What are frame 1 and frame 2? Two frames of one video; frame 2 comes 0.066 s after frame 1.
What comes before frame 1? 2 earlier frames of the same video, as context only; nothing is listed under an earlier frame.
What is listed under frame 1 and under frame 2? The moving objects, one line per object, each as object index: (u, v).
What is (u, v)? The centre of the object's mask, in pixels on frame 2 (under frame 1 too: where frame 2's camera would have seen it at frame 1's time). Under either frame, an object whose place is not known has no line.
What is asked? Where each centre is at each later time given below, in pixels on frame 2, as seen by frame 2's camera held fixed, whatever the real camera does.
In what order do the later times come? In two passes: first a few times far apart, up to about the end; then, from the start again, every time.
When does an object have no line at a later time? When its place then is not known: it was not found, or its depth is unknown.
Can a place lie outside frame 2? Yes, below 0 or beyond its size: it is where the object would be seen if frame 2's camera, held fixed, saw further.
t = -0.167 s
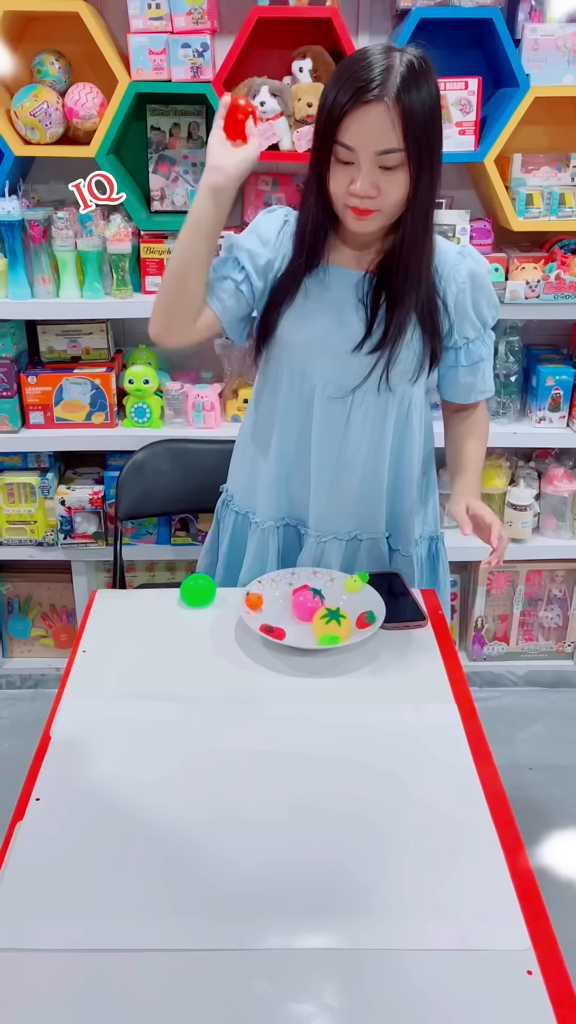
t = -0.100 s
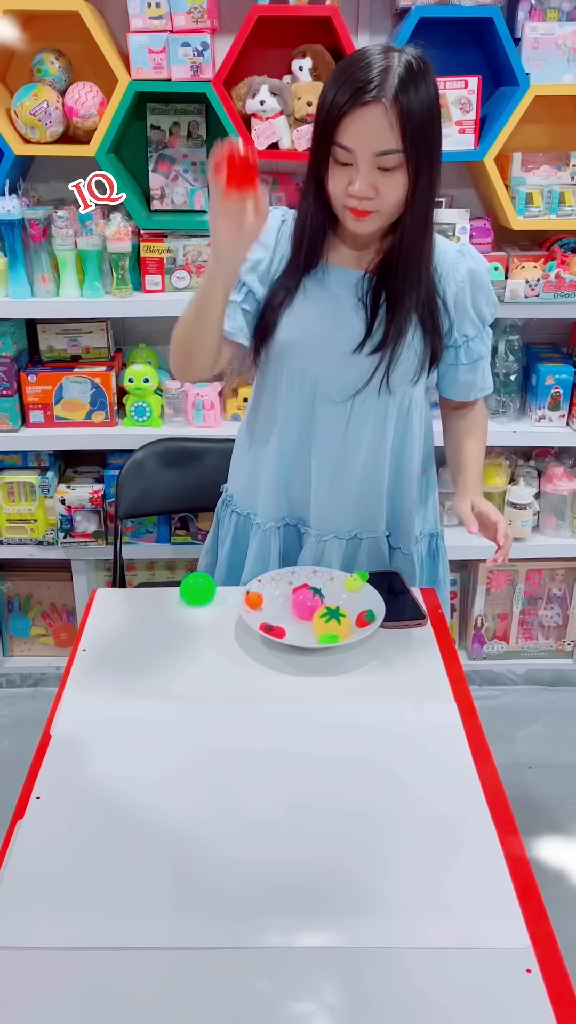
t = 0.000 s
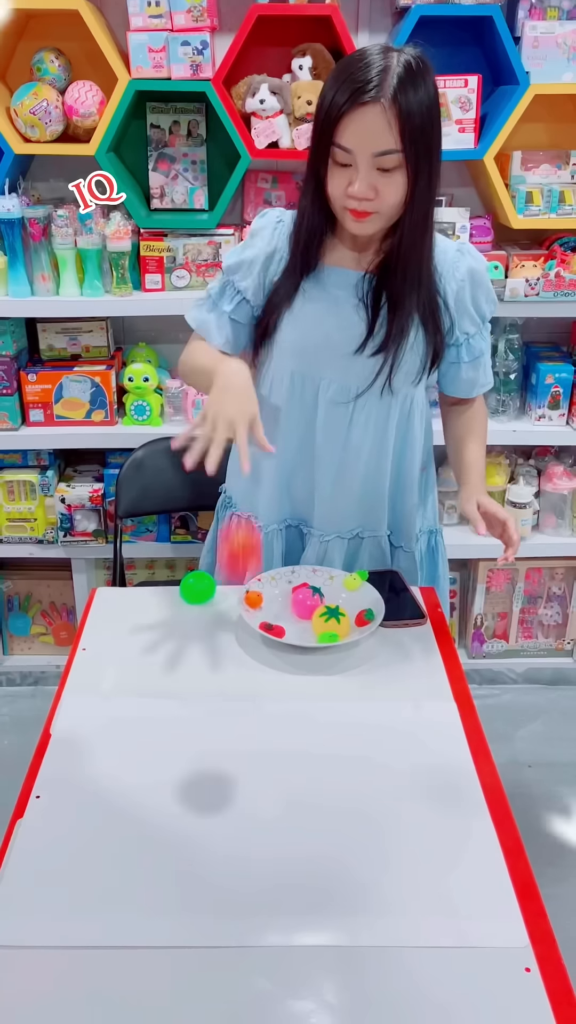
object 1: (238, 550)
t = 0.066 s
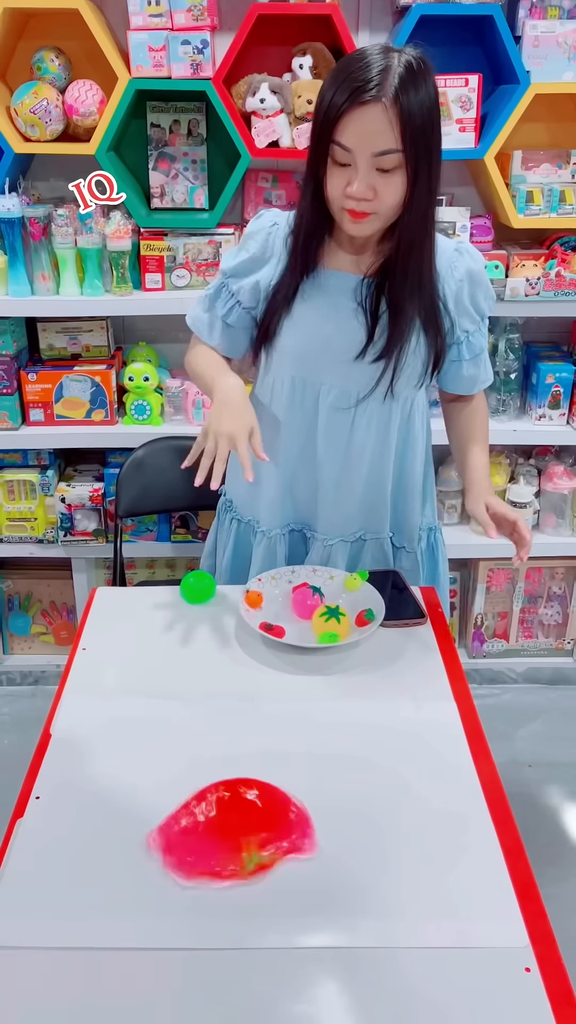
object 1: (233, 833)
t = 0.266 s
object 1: (235, 830)
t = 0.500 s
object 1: (236, 833)
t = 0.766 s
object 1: (234, 834)
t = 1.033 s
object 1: (232, 836)
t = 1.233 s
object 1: (230, 838)
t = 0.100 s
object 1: (234, 834)
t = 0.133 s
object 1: (234, 833)
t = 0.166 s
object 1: (235, 830)
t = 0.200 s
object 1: (235, 829)
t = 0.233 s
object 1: (235, 830)
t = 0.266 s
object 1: (235, 830)
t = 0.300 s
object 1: (235, 830)
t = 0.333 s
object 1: (235, 831)
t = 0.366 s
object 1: (236, 831)
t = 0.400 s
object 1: (235, 831)
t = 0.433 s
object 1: (235, 832)
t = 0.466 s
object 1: (235, 832)
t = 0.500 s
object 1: (236, 833)
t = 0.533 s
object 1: (236, 833)
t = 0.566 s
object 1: (236, 833)
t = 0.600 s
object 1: (235, 833)
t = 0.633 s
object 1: (235, 834)
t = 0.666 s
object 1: (235, 833)
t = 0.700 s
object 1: (235, 834)
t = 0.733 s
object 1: (235, 834)
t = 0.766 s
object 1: (234, 834)
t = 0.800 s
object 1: (235, 835)
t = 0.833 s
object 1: (234, 834)
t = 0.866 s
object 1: (234, 835)
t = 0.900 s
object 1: (233, 835)
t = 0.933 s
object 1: (233, 836)
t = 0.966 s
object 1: (233, 836)
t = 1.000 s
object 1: (232, 836)
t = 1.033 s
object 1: (232, 836)
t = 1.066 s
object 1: (232, 837)
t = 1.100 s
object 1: (232, 837)
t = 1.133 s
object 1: (231, 837)
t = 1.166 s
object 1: (230, 837)
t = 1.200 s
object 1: (230, 837)
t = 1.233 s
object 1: (230, 838)
